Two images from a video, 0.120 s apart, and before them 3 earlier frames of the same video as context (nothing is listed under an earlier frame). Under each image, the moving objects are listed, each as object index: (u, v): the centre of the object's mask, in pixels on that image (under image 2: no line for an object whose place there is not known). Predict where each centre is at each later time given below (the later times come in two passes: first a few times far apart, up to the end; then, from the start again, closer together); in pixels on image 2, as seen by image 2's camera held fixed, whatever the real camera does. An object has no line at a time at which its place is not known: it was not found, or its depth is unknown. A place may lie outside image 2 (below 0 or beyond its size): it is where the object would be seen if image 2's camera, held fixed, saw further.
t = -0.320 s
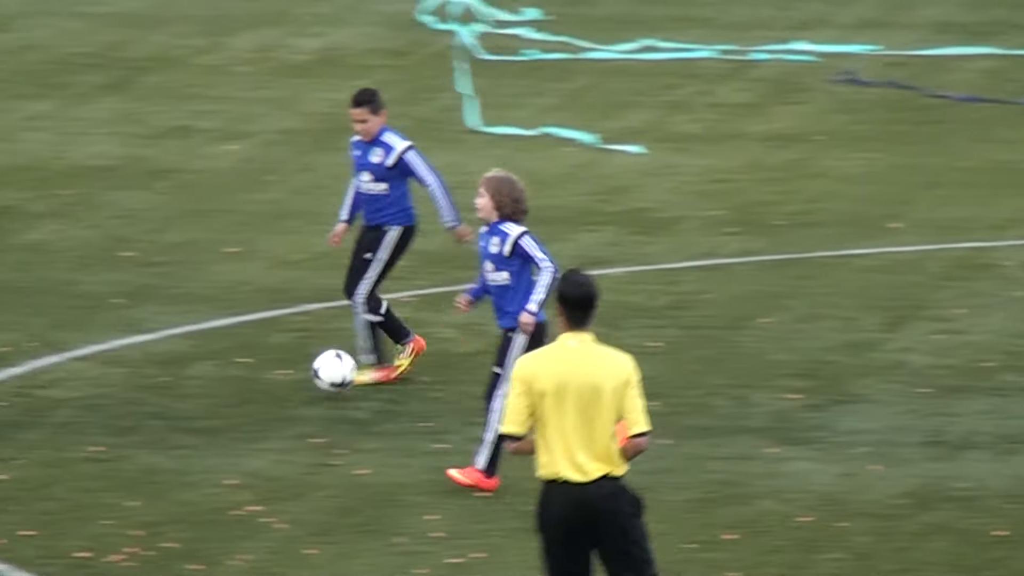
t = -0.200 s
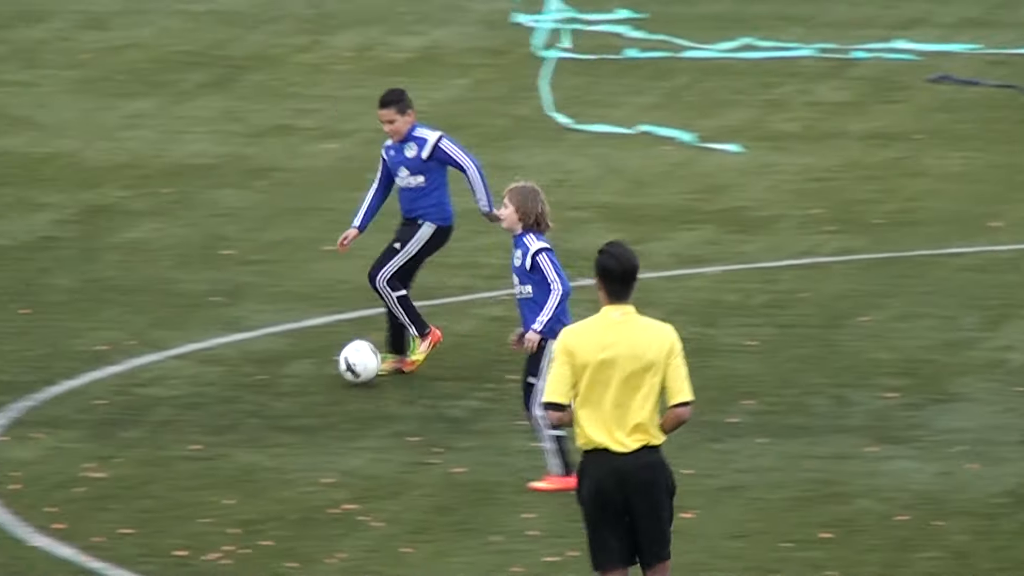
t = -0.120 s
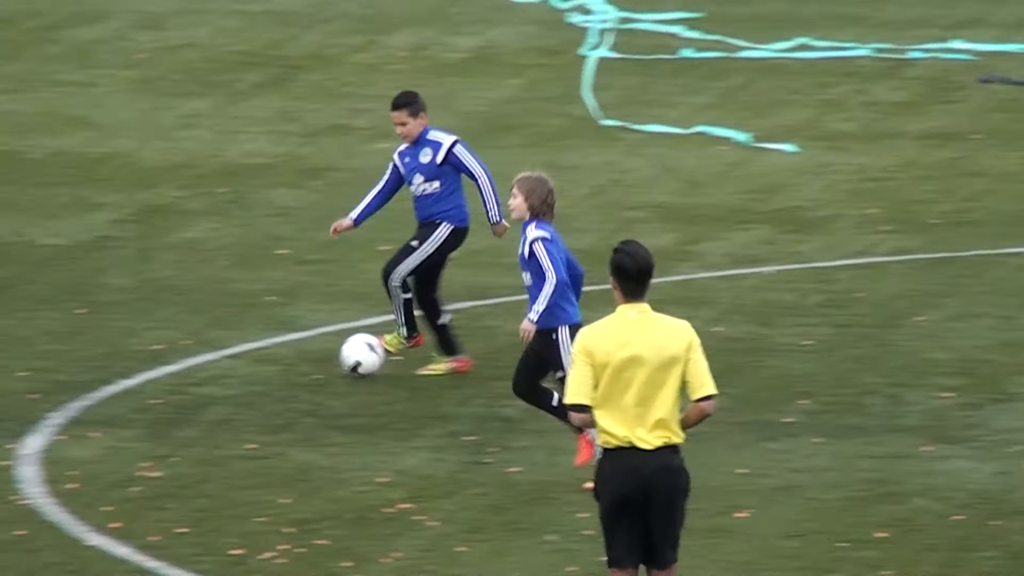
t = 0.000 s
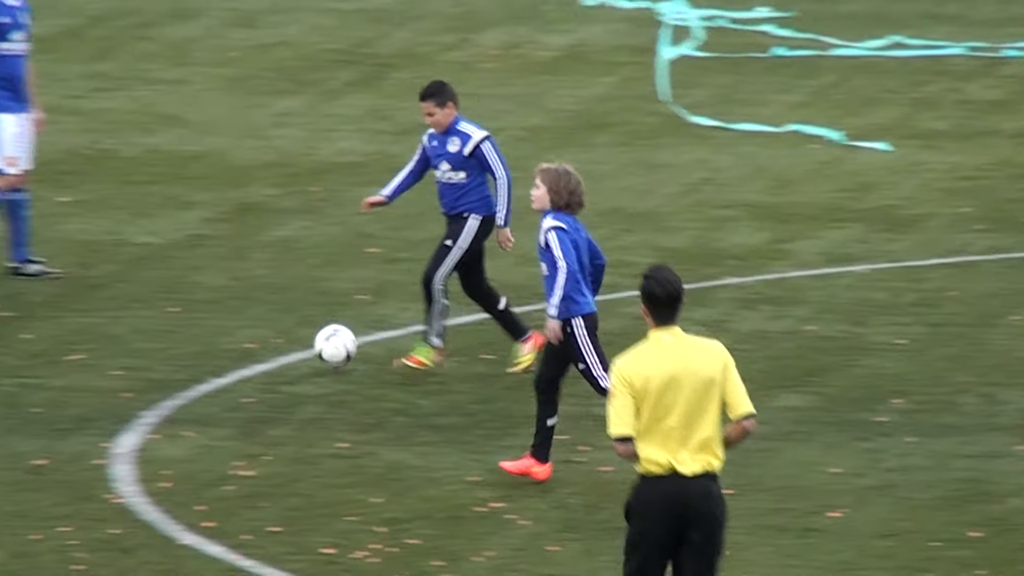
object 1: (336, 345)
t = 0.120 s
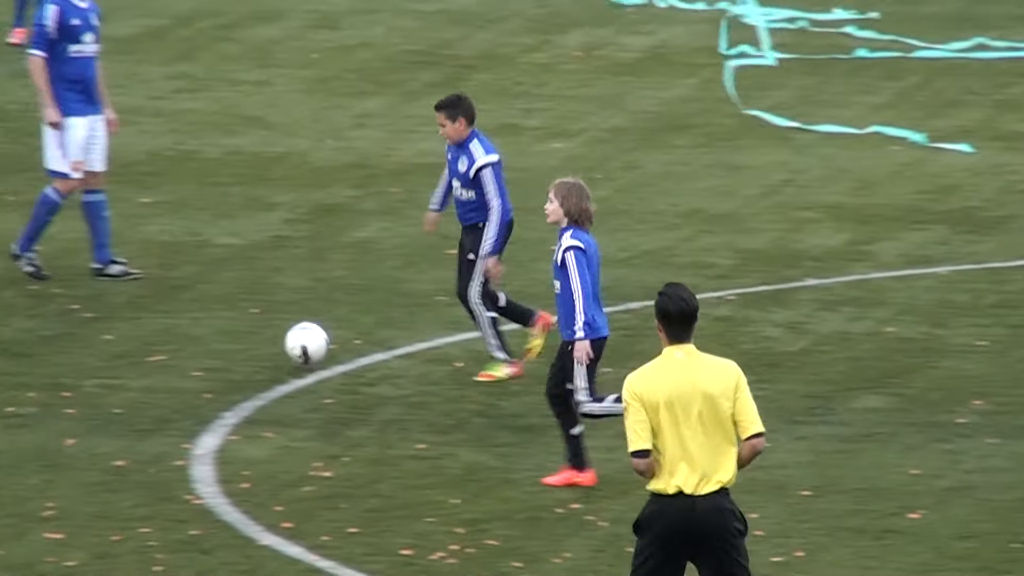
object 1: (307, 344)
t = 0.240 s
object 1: (207, 344)
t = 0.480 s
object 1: (22, 337)
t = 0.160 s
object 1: (274, 341)
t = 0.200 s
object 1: (240, 341)
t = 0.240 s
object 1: (207, 344)
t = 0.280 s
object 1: (177, 339)
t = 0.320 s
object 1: (146, 337)
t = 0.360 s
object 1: (115, 339)
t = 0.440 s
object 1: (53, 337)
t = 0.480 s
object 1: (22, 337)
